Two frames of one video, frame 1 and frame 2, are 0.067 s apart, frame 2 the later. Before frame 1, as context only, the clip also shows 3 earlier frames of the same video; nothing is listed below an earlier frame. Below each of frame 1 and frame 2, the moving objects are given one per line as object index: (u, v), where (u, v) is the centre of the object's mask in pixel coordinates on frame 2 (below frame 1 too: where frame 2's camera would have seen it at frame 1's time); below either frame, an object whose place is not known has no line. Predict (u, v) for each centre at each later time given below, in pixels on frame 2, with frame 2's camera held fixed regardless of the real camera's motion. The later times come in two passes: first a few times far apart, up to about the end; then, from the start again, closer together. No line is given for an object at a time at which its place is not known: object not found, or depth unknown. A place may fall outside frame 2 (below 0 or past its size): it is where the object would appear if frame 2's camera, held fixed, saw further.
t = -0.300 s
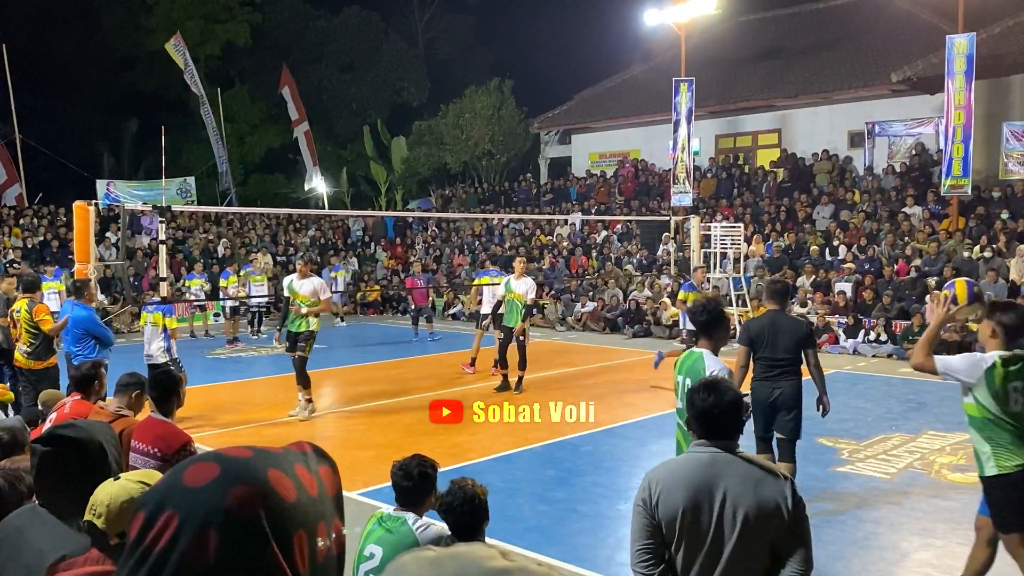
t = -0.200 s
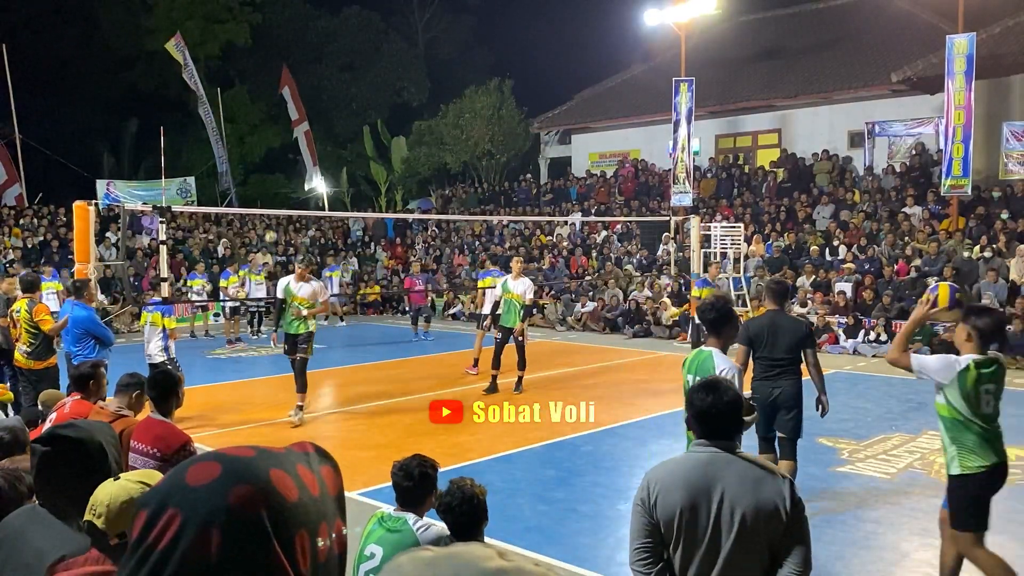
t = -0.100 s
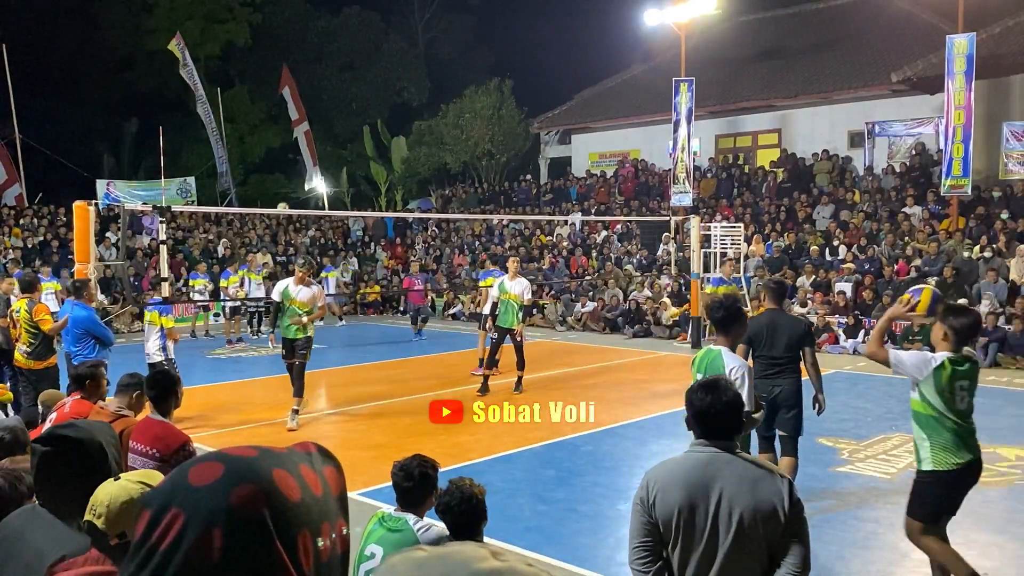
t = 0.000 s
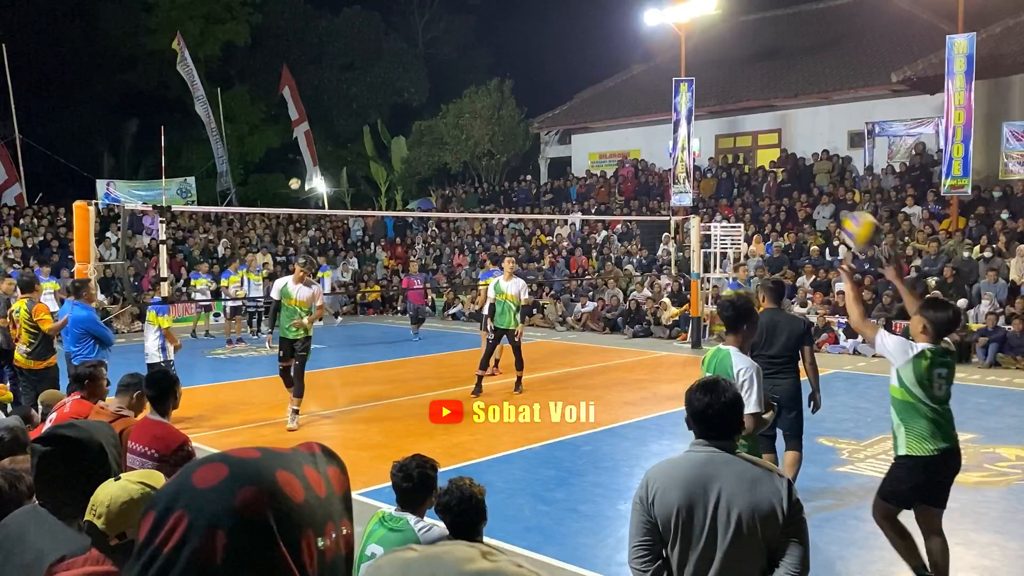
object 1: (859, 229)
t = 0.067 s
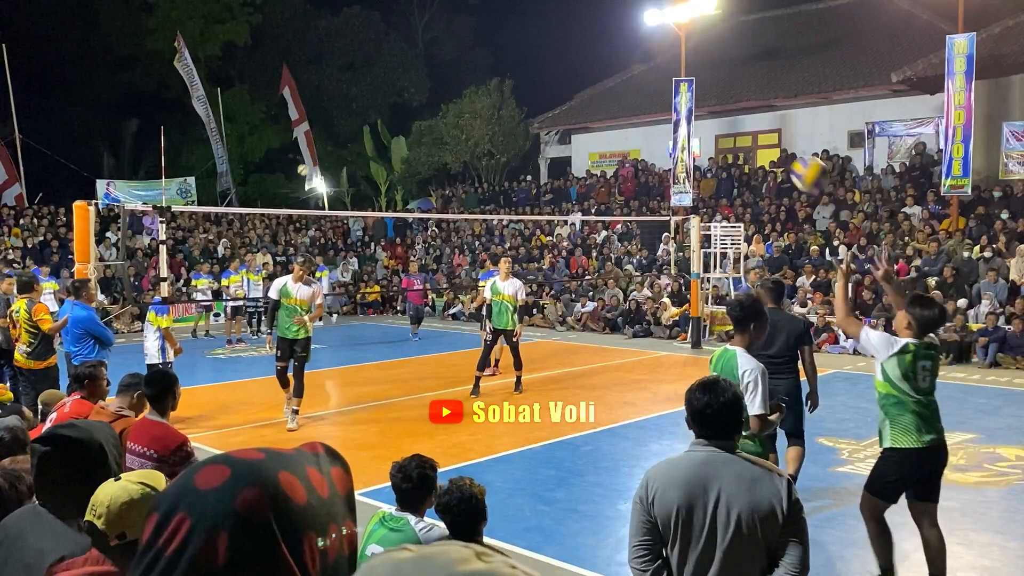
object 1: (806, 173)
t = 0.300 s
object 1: (670, 71)
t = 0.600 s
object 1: (559, 75)
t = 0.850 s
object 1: (496, 138)
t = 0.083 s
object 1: (797, 164)
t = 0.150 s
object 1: (752, 121)
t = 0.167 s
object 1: (742, 113)
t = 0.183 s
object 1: (732, 105)
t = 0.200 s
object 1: (722, 99)
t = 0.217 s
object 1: (712, 93)
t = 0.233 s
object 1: (704, 88)
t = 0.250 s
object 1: (696, 83)
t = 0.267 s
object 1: (687, 78)
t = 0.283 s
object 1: (678, 74)
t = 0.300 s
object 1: (670, 71)
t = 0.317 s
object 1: (662, 68)
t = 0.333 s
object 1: (655, 66)
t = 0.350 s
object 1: (648, 64)
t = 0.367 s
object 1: (641, 62)
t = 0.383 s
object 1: (634, 61)
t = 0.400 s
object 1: (627, 60)
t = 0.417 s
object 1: (620, 60)
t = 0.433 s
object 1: (615, 59)
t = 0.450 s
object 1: (608, 60)
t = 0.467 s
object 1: (603, 60)
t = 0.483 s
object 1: (597, 61)
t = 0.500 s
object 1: (591, 62)
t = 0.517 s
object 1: (585, 64)
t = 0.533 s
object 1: (580, 65)
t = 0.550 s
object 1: (574, 67)
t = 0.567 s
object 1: (569, 70)
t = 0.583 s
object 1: (564, 72)
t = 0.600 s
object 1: (559, 75)
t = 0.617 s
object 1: (554, 78)
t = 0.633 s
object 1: (549, 81)
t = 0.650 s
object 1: (544, 84)
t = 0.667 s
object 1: (540, 88)
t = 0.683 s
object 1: (535, 91)
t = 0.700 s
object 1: (531, 95)
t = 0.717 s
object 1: (527, 99)
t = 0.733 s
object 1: (522, 104)
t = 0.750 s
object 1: (518, 108)
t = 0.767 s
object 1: (515, 113)
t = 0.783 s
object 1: (511, 117)
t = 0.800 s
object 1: (507, 122)
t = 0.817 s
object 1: (503, 127)
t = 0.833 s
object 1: (499, 132)
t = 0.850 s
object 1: (496, 138)
